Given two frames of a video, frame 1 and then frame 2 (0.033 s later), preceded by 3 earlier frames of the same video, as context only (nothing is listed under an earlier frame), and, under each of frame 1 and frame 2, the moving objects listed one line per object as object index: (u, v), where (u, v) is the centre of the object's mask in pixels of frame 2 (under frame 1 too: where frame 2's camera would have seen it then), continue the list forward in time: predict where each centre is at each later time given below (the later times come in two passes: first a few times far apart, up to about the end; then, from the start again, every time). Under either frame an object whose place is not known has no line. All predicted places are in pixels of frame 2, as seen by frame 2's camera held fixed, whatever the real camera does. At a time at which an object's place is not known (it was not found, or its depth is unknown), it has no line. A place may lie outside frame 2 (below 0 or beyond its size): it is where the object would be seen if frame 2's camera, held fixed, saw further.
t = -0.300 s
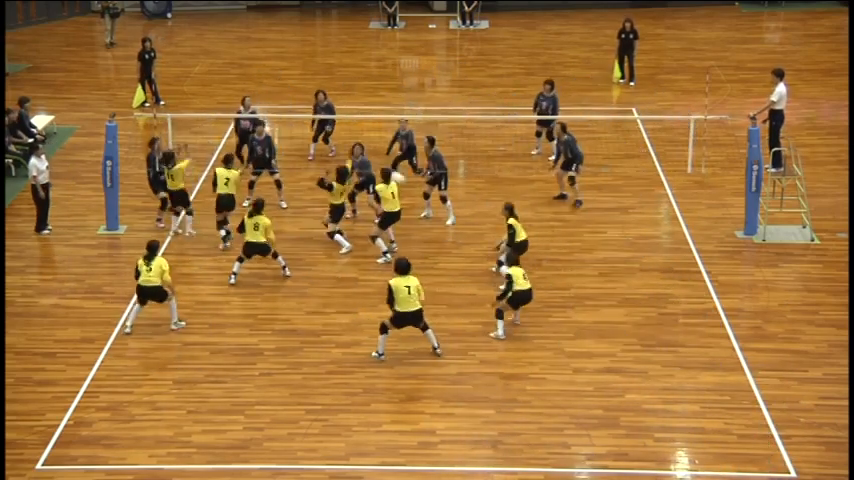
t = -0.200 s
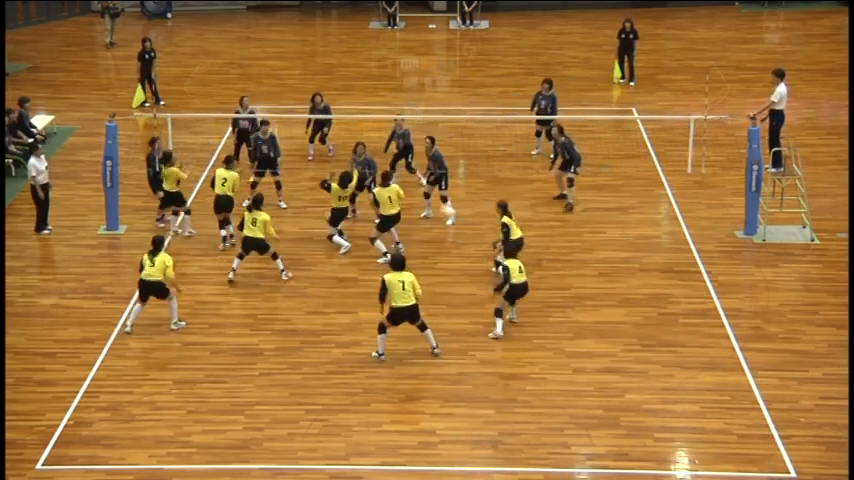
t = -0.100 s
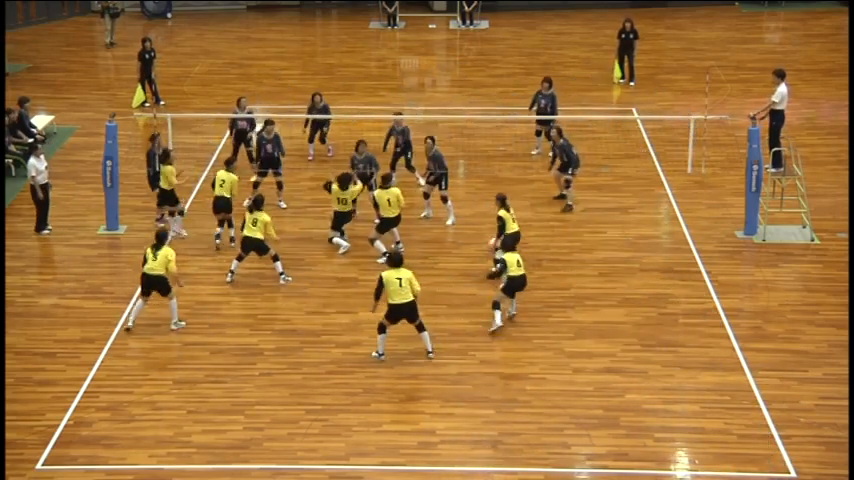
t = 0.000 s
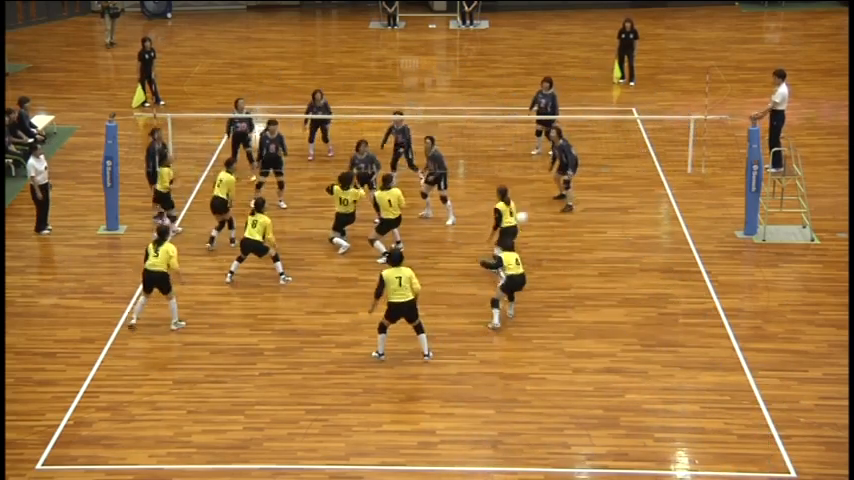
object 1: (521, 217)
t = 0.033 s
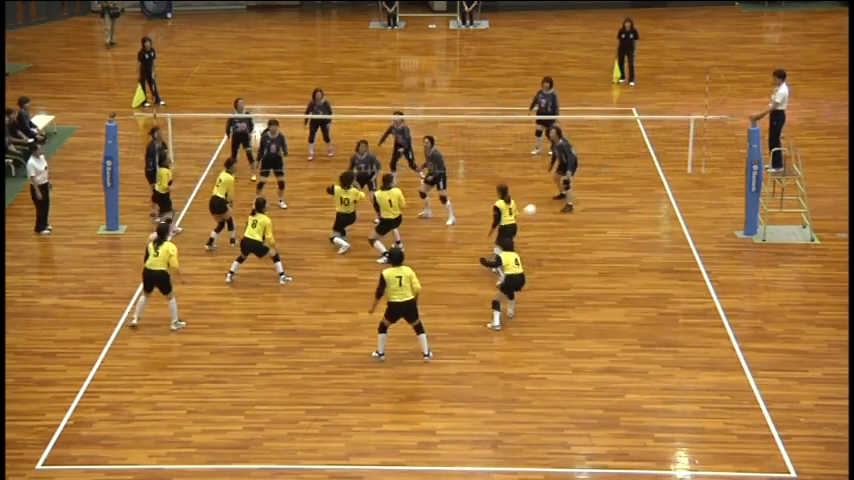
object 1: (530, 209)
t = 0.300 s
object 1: (601, 175)
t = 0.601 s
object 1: (678, 186)
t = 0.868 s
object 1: (744, 241)
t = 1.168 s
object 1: (822, 229)
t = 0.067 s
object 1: (539, 203)
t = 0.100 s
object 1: (547, 197)
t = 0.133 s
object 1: (556, 193)
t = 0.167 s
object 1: (564, 188)
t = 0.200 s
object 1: (574, 183)
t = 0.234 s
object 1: (583, 180)
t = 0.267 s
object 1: (592, 177)
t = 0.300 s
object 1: (601, 175)
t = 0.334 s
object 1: (609, 173)
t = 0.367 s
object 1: (618, 173)
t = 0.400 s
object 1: (627, 173)
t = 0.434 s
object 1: (636, 173)
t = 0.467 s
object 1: (644, 174)
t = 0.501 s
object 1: (653, 177)
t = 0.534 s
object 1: (662, 180)
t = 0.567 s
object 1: (670, 183)
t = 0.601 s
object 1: (678, 186)
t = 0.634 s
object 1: (688, 191)
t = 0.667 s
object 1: (696, 197)
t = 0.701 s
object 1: (704, 202)
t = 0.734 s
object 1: (712, 209)
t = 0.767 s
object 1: (721, 216)
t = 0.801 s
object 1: (728, 224)
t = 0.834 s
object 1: (736, 232)
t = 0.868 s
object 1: (744, 241)
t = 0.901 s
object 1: (752, 251)
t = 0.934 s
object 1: (760, 262)
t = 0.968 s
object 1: (768, 263)
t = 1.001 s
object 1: (777, 257)
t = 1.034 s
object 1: (786, 250)
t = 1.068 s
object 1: (795, 243)
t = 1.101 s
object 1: (803, 237)
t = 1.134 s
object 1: (813, 234)
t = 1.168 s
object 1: (822, 229)
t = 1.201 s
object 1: (831, 227)
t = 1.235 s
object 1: (840, 225)
